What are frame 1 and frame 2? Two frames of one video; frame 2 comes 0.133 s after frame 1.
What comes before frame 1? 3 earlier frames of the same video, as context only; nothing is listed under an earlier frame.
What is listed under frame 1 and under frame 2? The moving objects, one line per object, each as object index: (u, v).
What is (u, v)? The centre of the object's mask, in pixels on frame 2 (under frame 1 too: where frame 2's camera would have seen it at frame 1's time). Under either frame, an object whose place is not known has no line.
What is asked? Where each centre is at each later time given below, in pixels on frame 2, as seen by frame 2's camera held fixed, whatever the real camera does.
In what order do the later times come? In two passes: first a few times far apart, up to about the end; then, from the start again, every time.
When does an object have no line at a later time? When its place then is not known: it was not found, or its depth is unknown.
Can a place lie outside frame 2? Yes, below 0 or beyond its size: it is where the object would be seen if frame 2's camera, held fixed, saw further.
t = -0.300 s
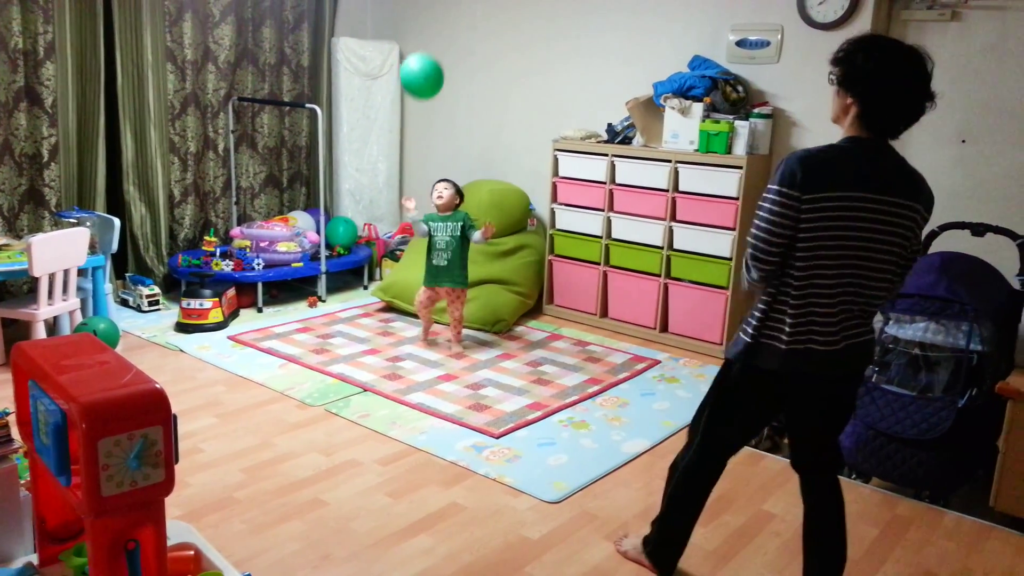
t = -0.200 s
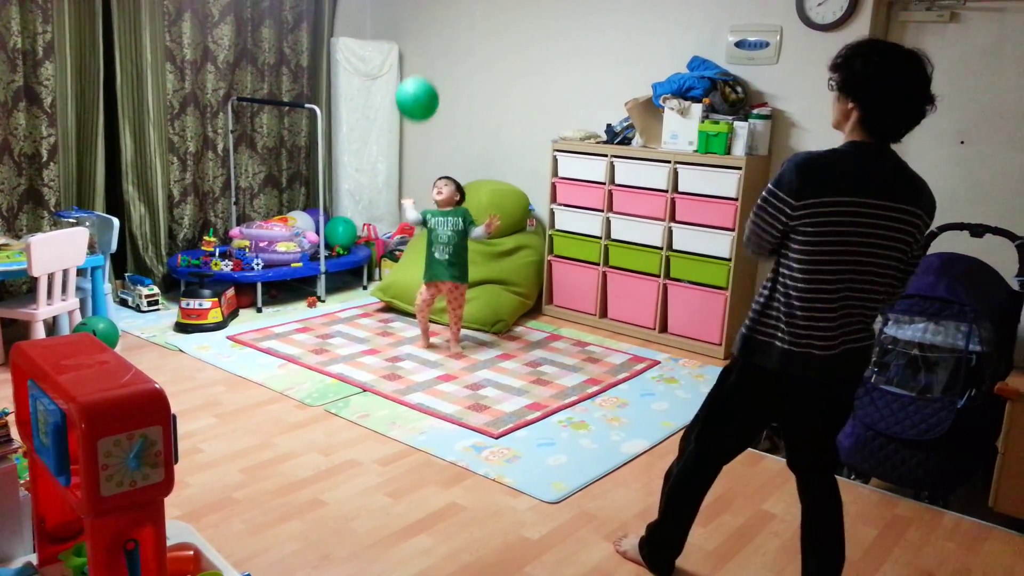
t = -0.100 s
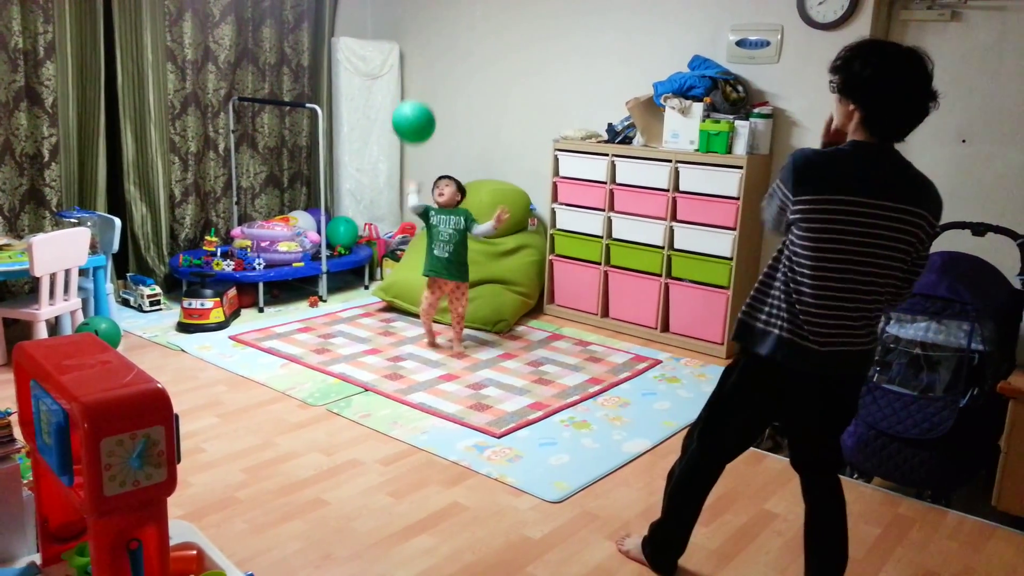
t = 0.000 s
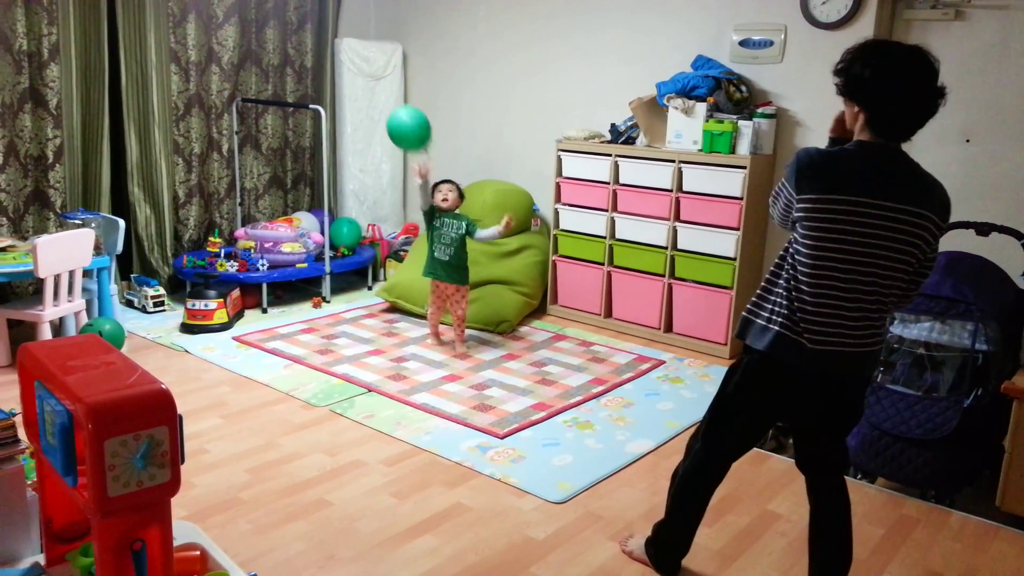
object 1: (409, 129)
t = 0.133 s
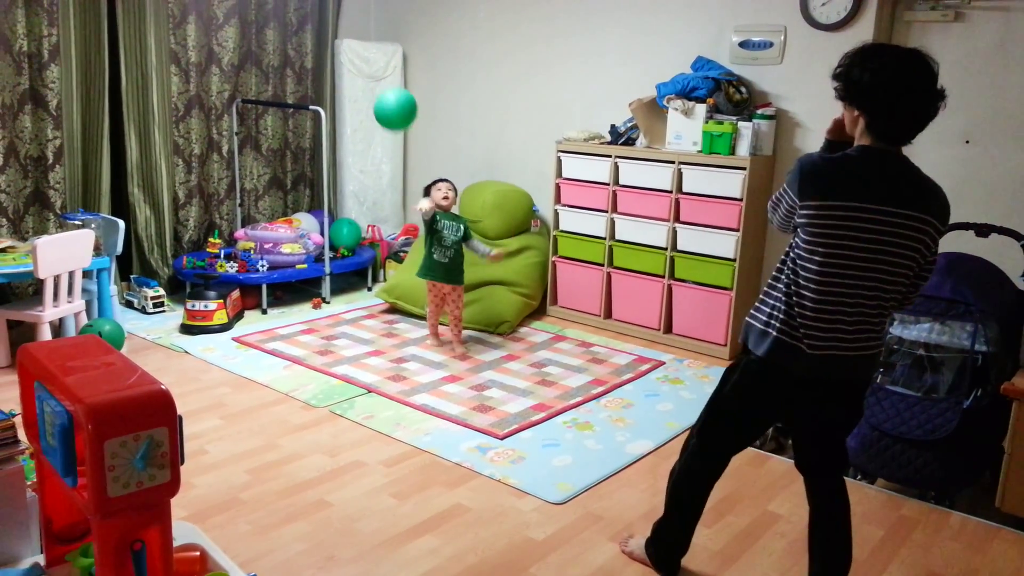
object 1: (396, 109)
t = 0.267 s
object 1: (384, 96)
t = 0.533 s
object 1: (366, 92)
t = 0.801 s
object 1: (354, 118)
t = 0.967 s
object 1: (348, 143)
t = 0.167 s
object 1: (392, 104)
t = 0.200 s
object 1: (390, 100)
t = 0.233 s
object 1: (386, 97)
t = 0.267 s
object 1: (384, 96)
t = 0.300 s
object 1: (382, 95)
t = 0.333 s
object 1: (380, 93)
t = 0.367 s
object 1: (377, 92)
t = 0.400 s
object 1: (374, 92)
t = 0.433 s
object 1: (372, 91)
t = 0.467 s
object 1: (370, 90)
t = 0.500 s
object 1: (368, 91)
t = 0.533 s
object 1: (366, 92)
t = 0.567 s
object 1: (364, 93)
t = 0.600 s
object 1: (363, 96)
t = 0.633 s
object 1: (361, 99)
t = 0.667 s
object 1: (360, 102)
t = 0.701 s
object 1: (358, 105)
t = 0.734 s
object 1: (357, 109)
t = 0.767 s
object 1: (355, 113)
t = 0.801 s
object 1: (354, 118)
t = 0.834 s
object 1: (352, 123)
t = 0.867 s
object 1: (350, 128)
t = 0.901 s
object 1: (349, 132)
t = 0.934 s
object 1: (348, 137)
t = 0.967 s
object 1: (348, 143)
